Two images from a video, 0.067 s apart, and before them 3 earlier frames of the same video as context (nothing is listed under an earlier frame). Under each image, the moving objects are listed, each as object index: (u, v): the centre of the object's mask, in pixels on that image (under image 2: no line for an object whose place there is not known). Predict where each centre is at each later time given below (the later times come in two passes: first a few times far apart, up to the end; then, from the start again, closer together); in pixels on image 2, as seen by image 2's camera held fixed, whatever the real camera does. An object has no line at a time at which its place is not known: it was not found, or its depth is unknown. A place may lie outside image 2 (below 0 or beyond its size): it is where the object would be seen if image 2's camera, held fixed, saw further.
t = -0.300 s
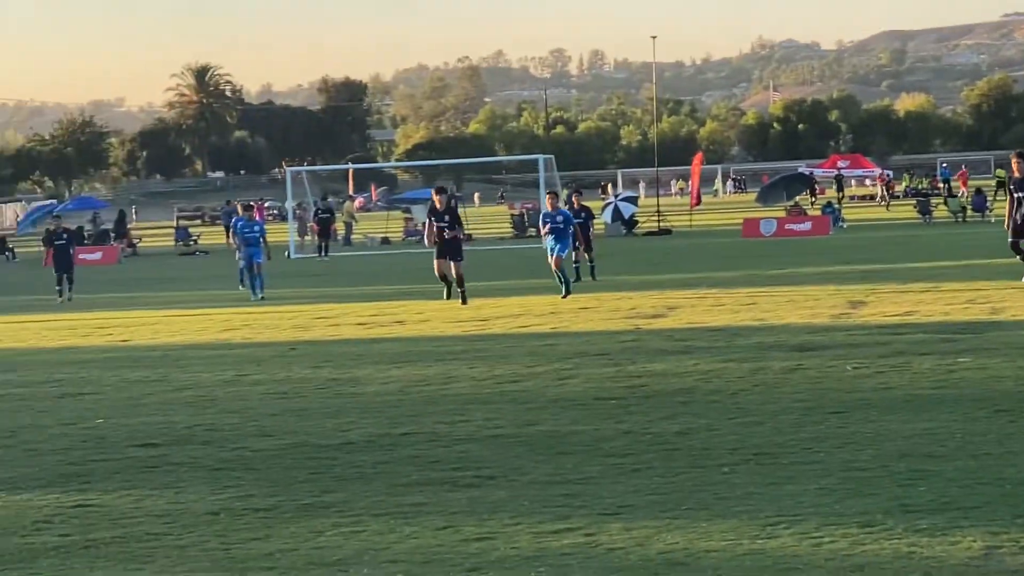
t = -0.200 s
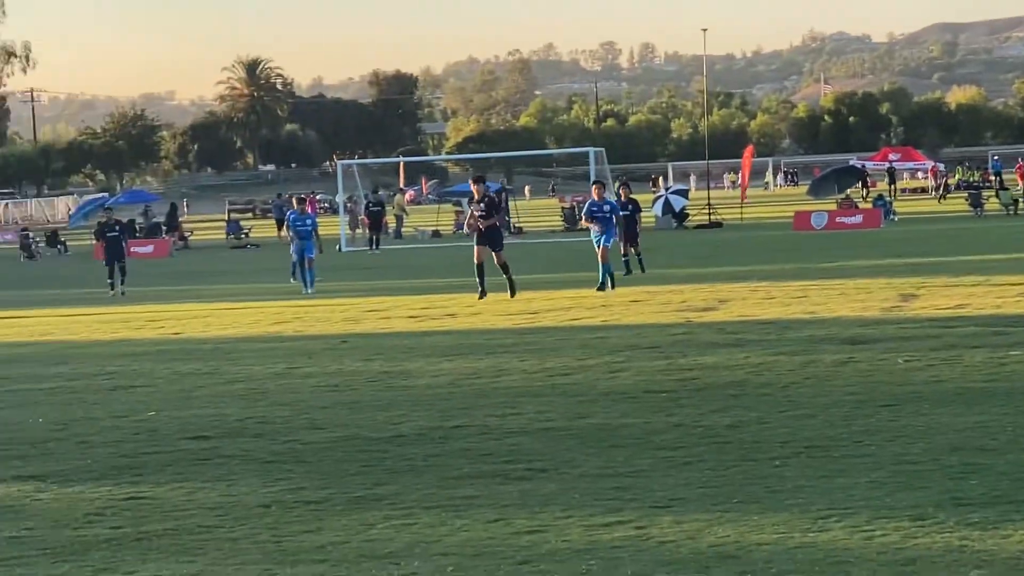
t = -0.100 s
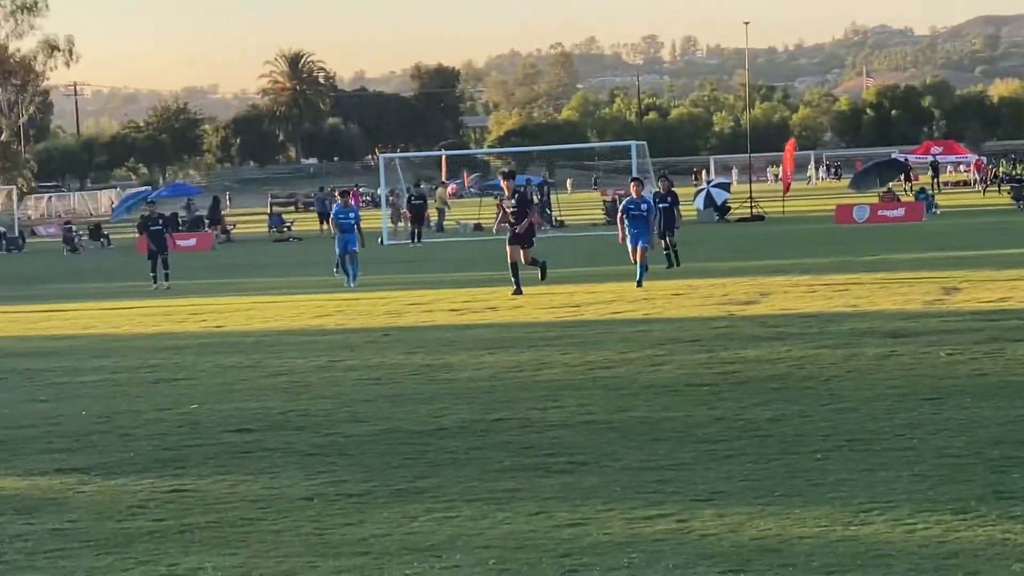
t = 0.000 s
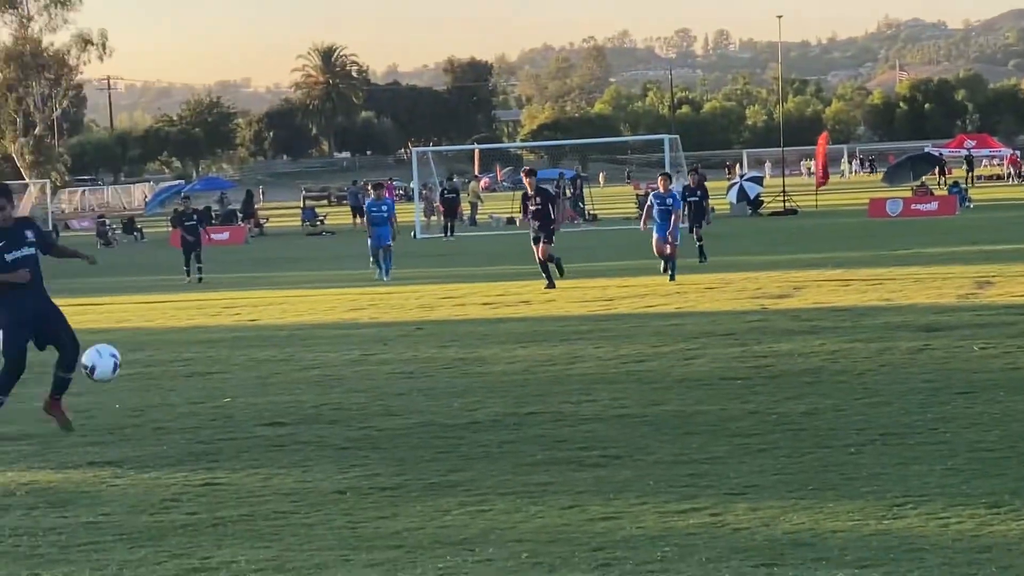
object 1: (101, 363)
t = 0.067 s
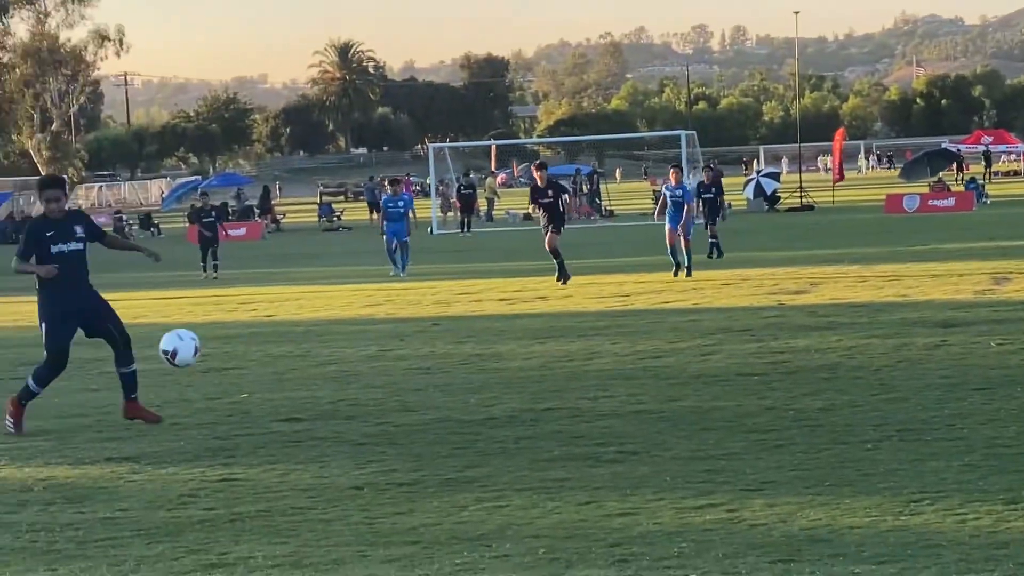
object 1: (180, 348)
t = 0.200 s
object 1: (306, 348)
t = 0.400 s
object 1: (508, 413)
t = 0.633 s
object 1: (696, 408)
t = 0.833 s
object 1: (856, 449)
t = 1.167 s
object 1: (1103, 453)
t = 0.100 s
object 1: (210, 344)
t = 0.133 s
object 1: (241, 344)
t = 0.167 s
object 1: (273, 345)
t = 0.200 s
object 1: (306, 348)
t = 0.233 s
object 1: (338, 354)
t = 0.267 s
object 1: (371, 360)
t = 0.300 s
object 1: (405, 370)
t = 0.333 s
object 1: (439, 383)
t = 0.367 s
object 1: (473, 396)
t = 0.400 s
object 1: (508, 413)
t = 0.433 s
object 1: (544, 432)
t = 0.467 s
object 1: (572, 434)
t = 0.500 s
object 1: (597, 424)
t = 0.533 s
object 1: (621, 417)
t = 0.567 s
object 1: (645, 411)
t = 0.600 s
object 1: (671, 408)
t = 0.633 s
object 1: (696, 408)
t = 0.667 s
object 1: (722, 409)
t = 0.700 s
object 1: (748, 412)
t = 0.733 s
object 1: (774, 418)
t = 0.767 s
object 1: (801, 427)
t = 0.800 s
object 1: (829, 438)
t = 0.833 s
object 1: (856, 449)
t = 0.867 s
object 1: (879, 443)
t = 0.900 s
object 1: (903, 438)
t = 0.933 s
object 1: (926, 435)
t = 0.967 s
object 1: (950, 436)
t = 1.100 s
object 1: (1052, 459)
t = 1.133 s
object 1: (1077, 454)
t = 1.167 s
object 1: (1103, 453)
